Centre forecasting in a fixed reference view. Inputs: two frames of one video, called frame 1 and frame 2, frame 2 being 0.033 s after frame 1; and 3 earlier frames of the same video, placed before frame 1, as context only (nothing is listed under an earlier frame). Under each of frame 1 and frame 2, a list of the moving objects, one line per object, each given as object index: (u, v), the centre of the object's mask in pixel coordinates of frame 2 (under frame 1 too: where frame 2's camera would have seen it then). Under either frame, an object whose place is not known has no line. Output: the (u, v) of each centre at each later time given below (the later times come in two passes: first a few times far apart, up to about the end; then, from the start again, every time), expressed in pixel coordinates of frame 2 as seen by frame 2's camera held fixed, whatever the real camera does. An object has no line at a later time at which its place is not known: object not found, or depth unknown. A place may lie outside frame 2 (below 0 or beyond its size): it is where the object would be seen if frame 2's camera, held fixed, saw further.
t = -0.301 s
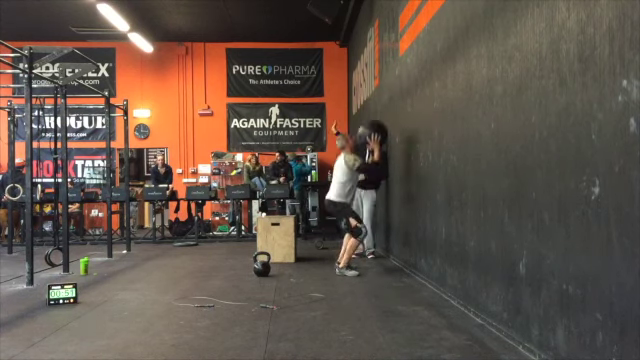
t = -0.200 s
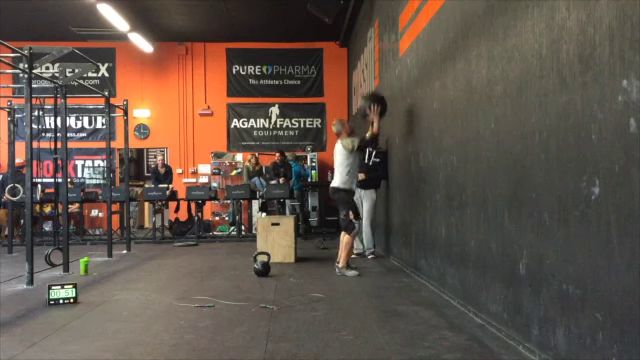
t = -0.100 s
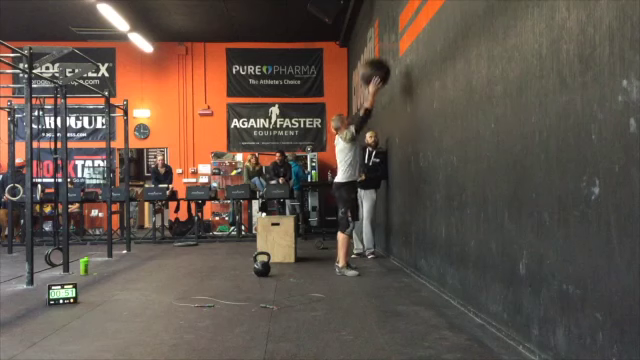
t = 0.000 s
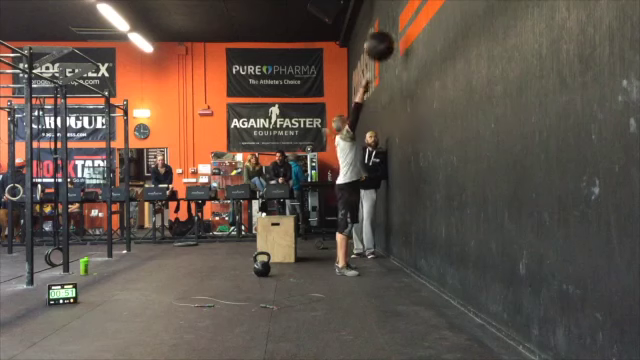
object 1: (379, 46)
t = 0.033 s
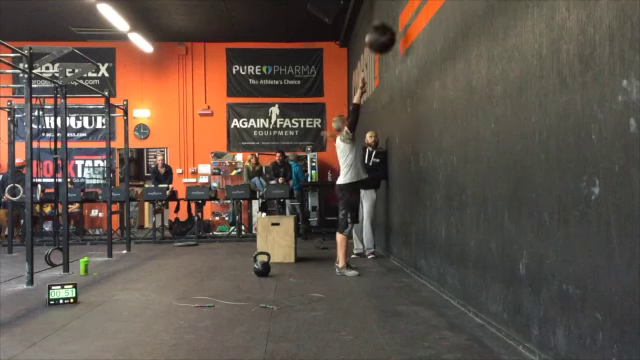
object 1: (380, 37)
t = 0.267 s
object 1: (390, 13)
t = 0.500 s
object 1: (384, 31)
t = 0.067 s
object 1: (382, 32)
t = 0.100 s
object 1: (383, 26)
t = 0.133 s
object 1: (385, 22)
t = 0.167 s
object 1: (386, 18)
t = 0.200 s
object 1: (388, 15)
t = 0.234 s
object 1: (389, 14)
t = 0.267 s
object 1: (390, 13)
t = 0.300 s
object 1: (390, 13)
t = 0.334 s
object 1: (389, 14)
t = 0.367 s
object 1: (388, 15)
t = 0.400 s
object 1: (387, 17)
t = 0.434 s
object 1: (386, 21)
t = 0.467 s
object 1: (385, 26)
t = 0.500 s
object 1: (384, 31)
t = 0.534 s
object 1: (383, 38)
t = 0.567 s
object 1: (382, 45)
